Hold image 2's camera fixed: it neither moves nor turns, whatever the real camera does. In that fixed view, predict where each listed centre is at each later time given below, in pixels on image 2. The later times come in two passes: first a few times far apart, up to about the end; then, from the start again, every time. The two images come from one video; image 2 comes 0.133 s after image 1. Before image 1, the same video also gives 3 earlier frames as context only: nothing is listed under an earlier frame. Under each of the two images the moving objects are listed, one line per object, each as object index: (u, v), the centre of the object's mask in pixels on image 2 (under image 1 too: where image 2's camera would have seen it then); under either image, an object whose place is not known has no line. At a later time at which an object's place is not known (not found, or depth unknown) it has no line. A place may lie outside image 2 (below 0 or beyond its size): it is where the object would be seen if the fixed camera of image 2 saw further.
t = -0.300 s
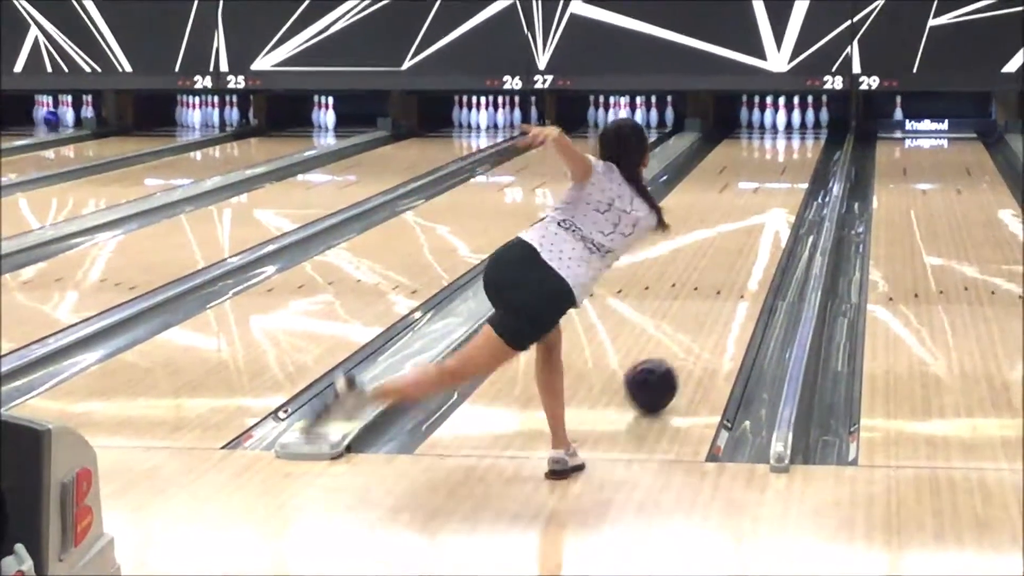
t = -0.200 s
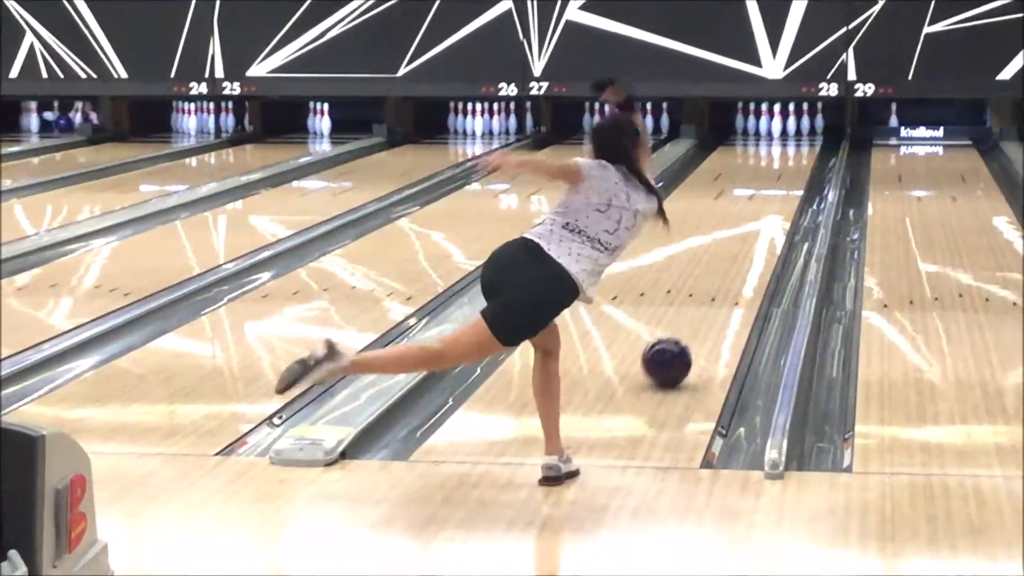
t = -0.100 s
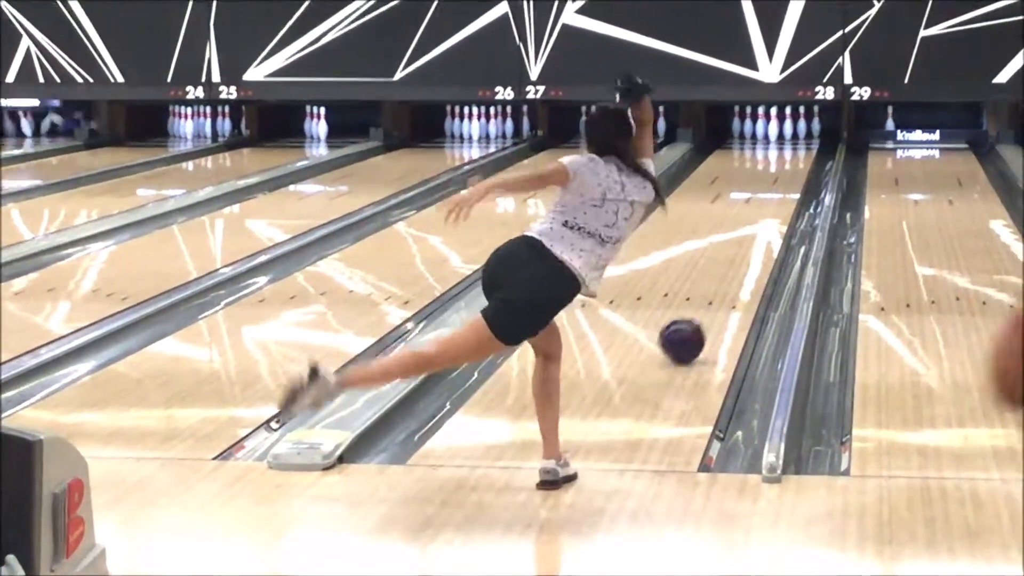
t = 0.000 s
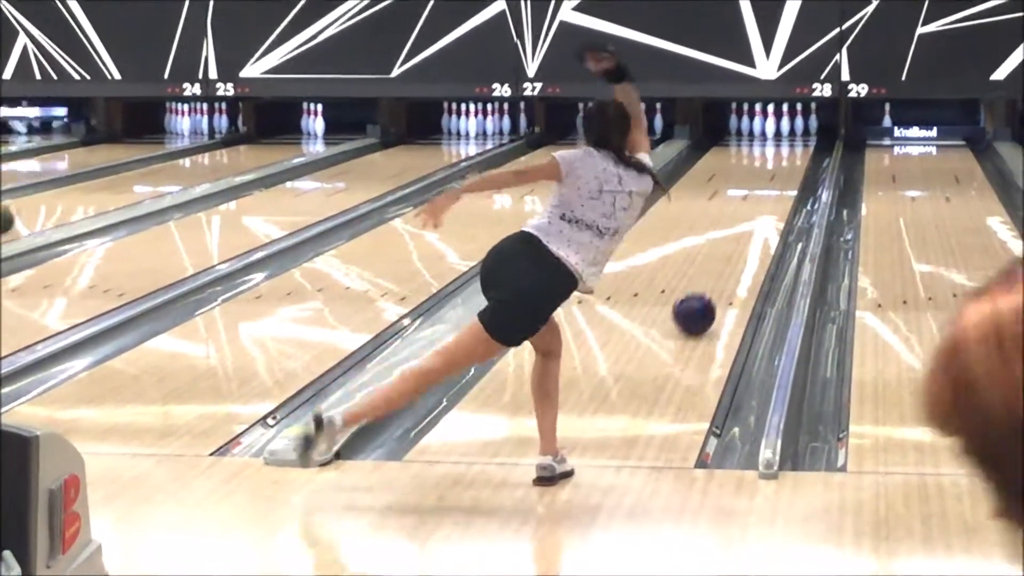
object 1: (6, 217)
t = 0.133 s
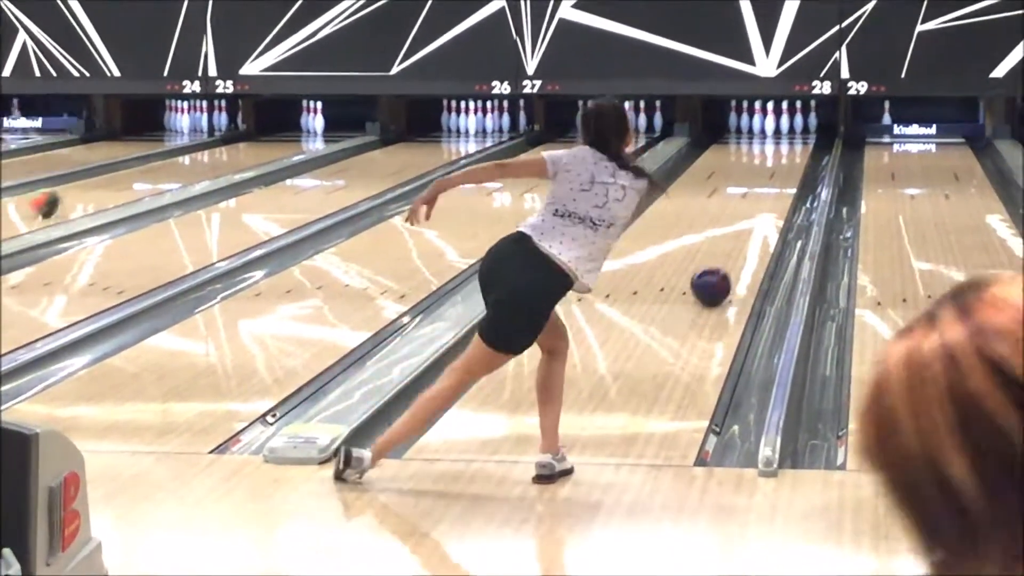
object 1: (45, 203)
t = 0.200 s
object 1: (67, 198)
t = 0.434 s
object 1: (131, 178)
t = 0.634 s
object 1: (176, 166)
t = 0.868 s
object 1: (222, 154)
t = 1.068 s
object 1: (255, 144)
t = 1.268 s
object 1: (279, 137)
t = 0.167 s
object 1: (57, 201)
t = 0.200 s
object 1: (67, 198)
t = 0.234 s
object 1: (76, 195)
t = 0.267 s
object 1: (86, 192)
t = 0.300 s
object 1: (96, 189)
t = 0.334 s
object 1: (105, 186)
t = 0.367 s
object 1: (113, 183)
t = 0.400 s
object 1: (122, 181)
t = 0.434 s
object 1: (131, 178)
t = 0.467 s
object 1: (140, 176)
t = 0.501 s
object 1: (148, 174)
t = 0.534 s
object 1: (155, 172)
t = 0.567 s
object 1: (163, 170)
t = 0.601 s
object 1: (170, 168)
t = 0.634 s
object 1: (176, 166)
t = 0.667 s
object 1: (183, 165)
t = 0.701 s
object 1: (191, 163)
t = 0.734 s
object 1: (198, 161)
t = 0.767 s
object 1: (204, 160)
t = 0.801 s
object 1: (211, 157)
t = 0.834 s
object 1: (217, 155)
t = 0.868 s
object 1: (222, 154)
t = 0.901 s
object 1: (228, 153)
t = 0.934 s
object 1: (234, 151)
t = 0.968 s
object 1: (239, 149)
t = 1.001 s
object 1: (244, 148)
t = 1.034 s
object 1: (250, 146)
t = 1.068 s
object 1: (255, 144)
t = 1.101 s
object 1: (258, 143)
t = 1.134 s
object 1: (264, 142)
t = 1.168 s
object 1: (268, 141)
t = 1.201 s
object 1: (271, 139)
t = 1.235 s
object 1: (276, 138)
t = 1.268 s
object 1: (279, 137)
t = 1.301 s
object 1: (283, 136)
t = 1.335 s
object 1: (286, 134)
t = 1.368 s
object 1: (289, 133)
